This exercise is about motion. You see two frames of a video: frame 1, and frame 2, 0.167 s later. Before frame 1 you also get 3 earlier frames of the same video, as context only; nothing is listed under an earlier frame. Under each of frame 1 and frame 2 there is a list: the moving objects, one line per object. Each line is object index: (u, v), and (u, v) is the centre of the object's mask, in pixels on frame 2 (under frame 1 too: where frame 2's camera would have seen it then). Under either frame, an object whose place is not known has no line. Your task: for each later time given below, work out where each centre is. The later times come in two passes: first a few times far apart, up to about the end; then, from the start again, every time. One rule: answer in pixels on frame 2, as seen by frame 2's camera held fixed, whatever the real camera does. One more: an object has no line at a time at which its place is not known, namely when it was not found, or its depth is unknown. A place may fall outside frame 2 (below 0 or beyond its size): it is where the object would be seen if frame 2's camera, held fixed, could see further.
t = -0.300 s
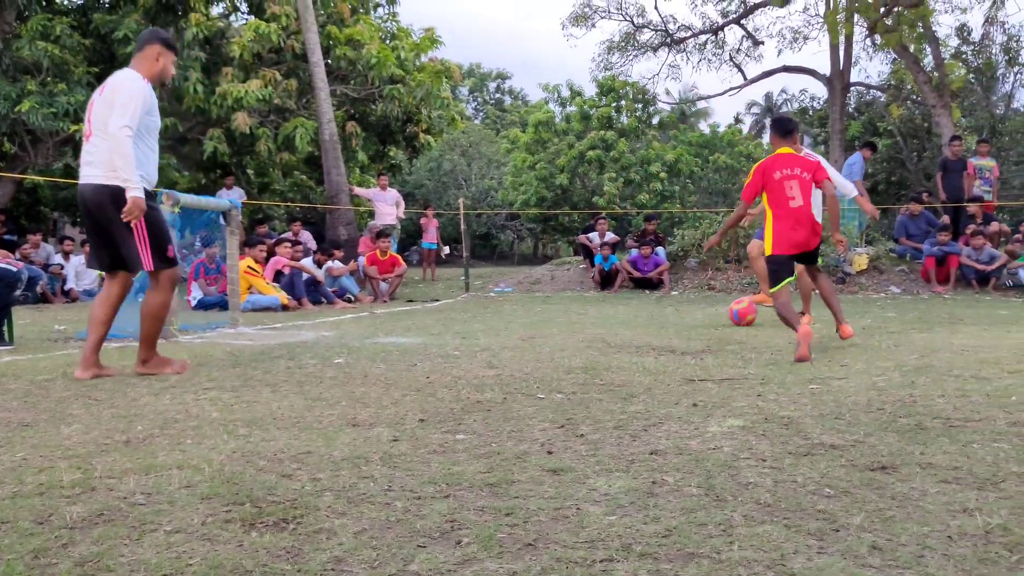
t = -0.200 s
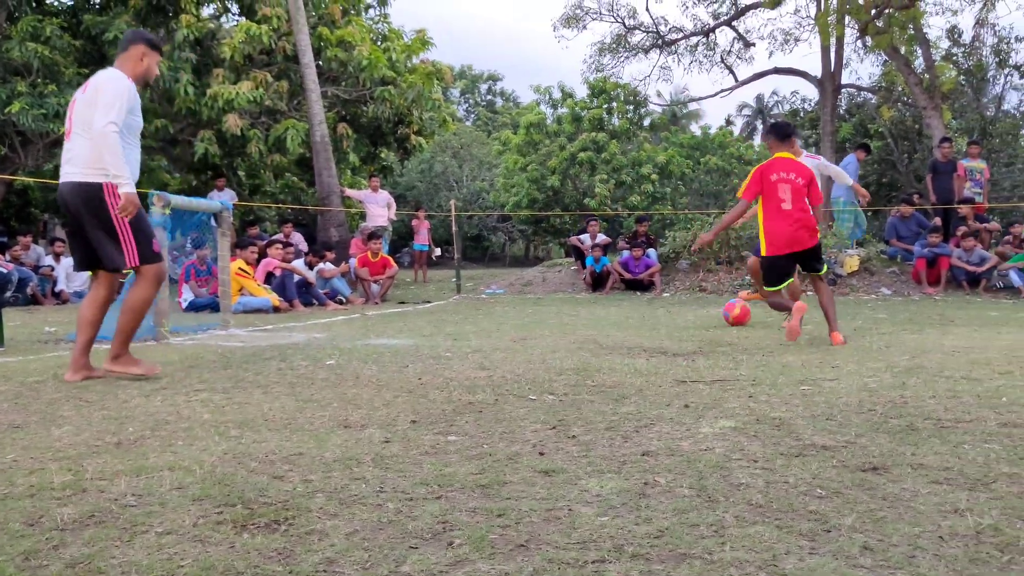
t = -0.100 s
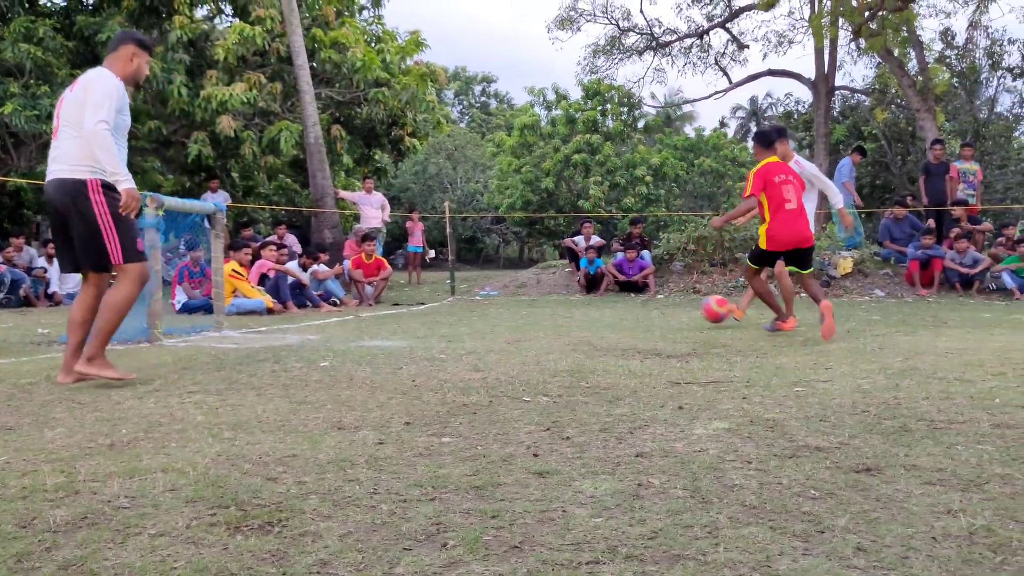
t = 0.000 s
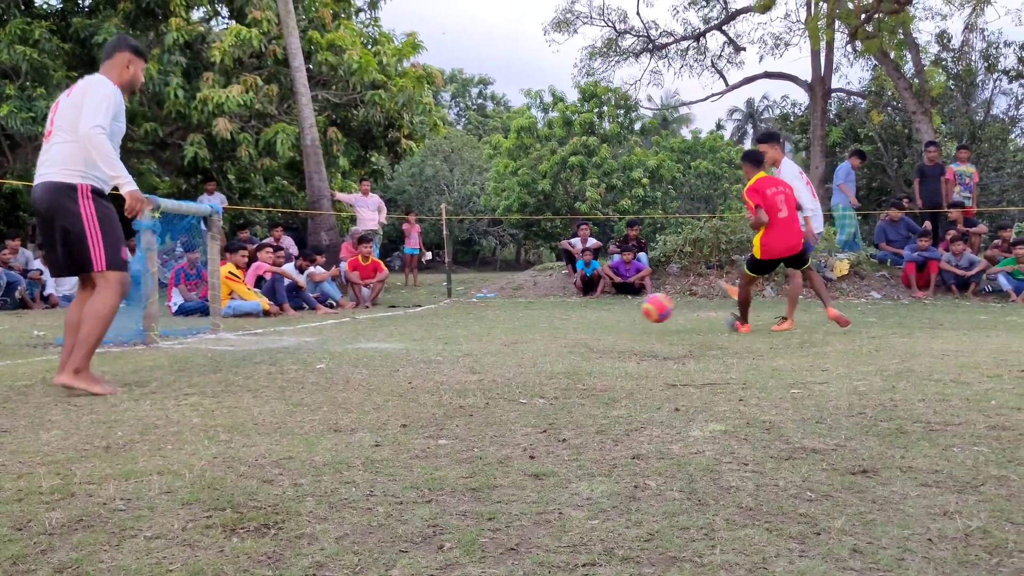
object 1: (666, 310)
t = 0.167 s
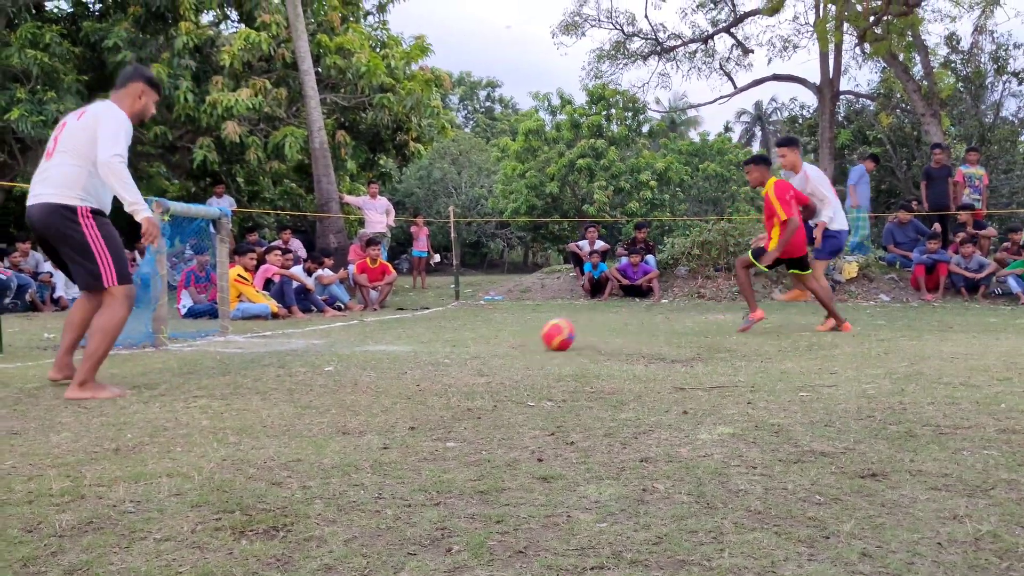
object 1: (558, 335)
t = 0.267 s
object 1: (499, 320)
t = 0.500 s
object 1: (342, 342)
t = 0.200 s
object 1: (538, 330)
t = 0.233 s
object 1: (519, 324)
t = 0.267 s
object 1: (499, 320)
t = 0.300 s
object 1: (478, 317)
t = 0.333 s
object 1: (457, 316)
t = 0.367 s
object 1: (437, 317)
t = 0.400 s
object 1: (415, 320)
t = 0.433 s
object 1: (391, 325)
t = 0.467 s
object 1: (368, 332)
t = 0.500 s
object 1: (342, 342)
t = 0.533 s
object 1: (319, 350)
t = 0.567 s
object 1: (300, 336)
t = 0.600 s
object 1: (282, 327)
